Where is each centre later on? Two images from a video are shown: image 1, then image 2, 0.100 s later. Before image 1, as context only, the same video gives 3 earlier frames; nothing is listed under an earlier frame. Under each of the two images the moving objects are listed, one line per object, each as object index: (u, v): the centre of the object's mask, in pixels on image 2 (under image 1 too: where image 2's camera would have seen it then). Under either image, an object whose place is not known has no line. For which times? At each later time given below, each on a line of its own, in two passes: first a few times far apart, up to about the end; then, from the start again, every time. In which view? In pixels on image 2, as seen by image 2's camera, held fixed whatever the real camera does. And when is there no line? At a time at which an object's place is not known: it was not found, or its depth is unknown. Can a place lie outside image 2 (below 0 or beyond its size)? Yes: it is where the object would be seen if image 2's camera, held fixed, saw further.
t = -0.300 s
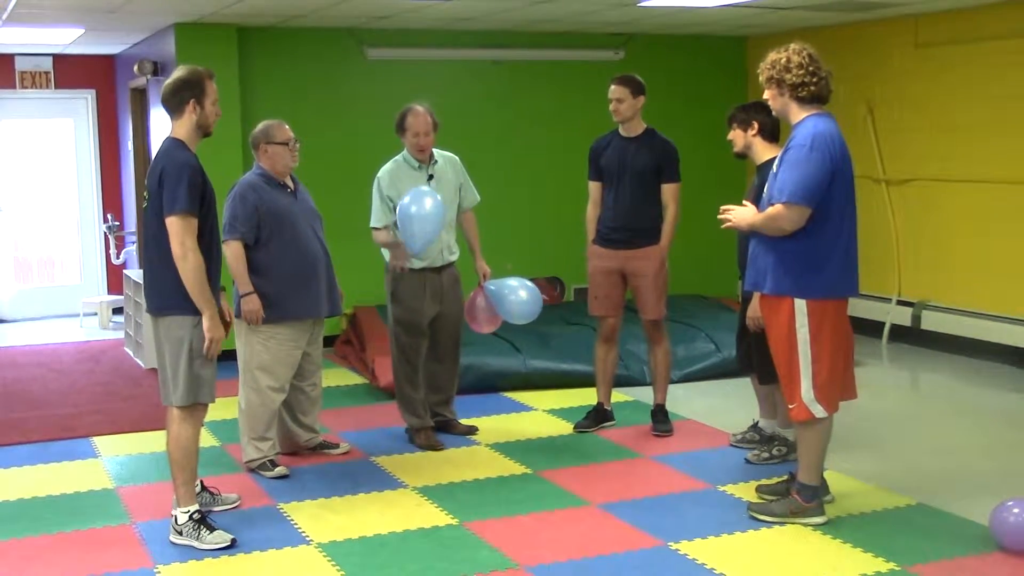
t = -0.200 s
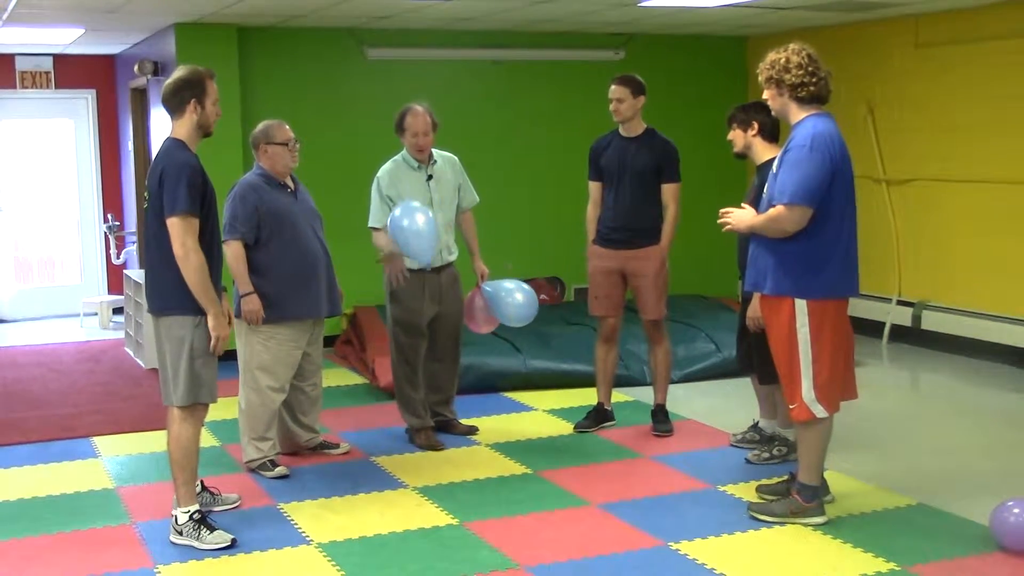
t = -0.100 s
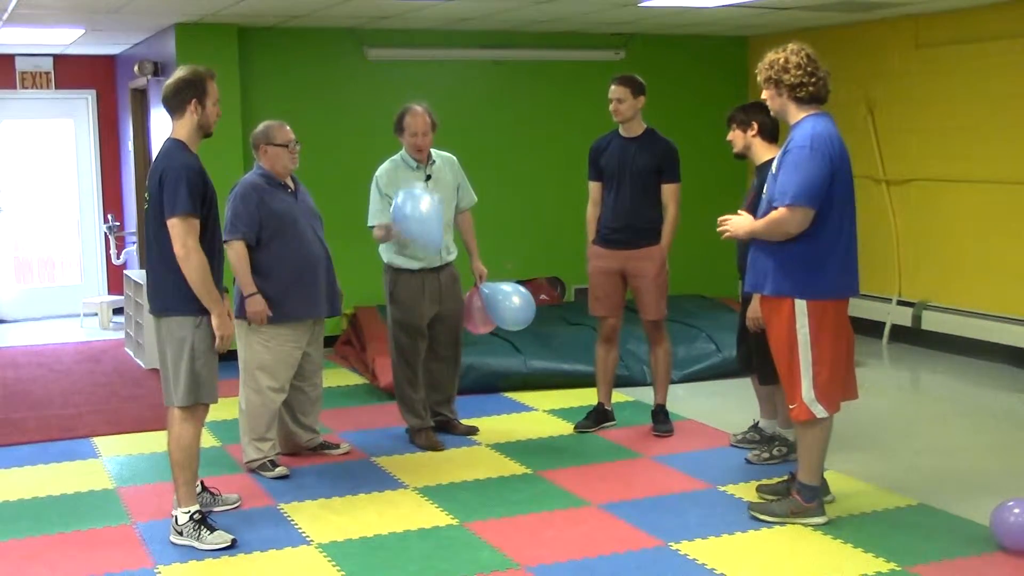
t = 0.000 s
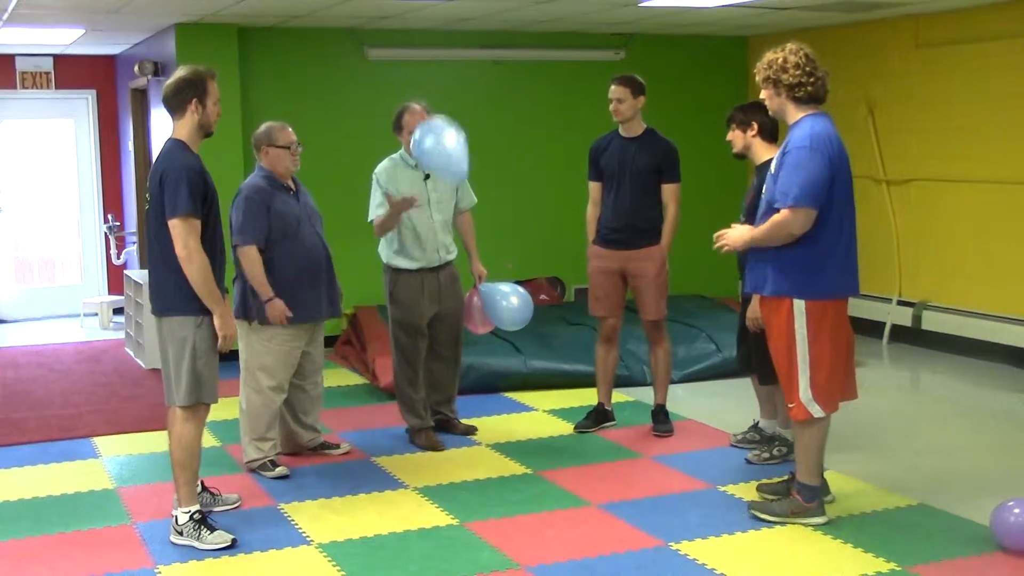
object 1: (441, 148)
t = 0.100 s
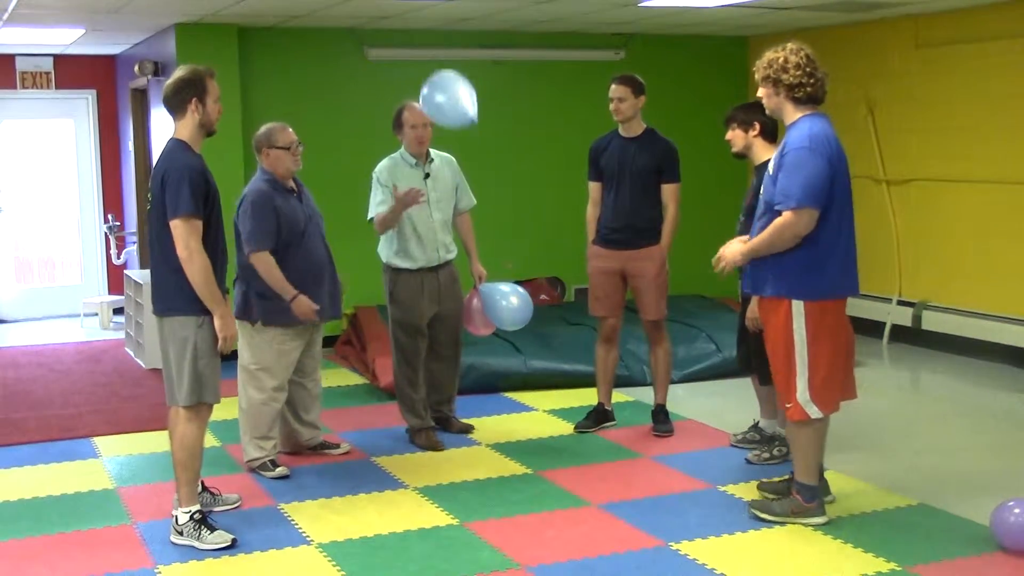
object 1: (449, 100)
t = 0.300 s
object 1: (463, 57)
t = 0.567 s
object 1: (481, 35)
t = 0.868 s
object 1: (508, 32)
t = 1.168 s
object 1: (541, 44)
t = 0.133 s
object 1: (451, 89)
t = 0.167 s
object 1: (453, 81)
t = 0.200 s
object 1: (455, 74)
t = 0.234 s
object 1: (458, 68)
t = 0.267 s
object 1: (461, 62)
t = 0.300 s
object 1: (463, 57)
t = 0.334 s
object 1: (466, 53)
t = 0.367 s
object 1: (468, 49)
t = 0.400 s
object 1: (470, 46)
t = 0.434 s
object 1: (473, 43)
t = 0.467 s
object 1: (475, 40)
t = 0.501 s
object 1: (477, 38)
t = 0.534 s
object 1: (479, 36)
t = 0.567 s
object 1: (481, 35)
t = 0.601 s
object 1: (484, 33)
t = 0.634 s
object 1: (486, 33)
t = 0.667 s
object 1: (489, 32)
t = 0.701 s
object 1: (492, 32)
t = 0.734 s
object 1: (495, 32)
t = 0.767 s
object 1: (498, 32)
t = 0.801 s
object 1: (501, 32)
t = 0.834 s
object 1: (505, 32)
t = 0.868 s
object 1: (508, 32)
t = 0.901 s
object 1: (512, 32)
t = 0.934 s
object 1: (516, 33)
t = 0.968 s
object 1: (520, 34)
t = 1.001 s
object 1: (523, 34)
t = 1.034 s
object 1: (527, 35)
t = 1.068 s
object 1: (531, 36)
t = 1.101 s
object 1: (534, 38)
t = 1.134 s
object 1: (538, 41)
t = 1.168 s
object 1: (541, 44)
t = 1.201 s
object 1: (544, 48)
